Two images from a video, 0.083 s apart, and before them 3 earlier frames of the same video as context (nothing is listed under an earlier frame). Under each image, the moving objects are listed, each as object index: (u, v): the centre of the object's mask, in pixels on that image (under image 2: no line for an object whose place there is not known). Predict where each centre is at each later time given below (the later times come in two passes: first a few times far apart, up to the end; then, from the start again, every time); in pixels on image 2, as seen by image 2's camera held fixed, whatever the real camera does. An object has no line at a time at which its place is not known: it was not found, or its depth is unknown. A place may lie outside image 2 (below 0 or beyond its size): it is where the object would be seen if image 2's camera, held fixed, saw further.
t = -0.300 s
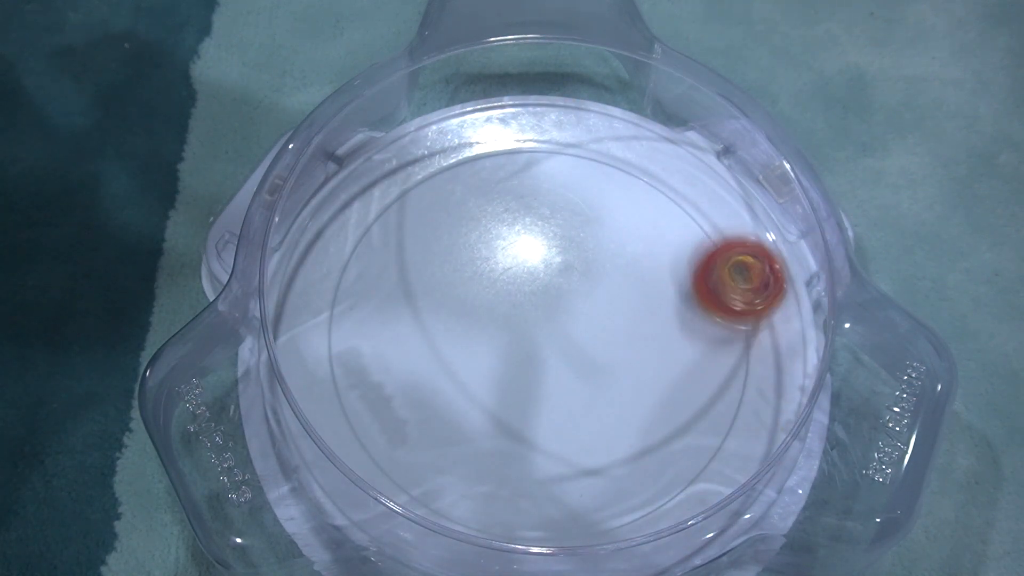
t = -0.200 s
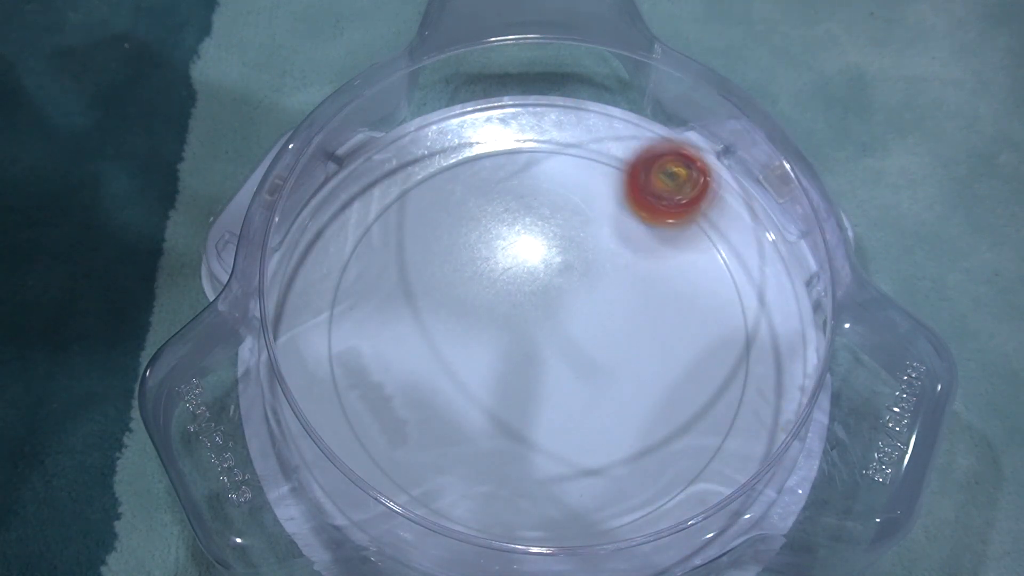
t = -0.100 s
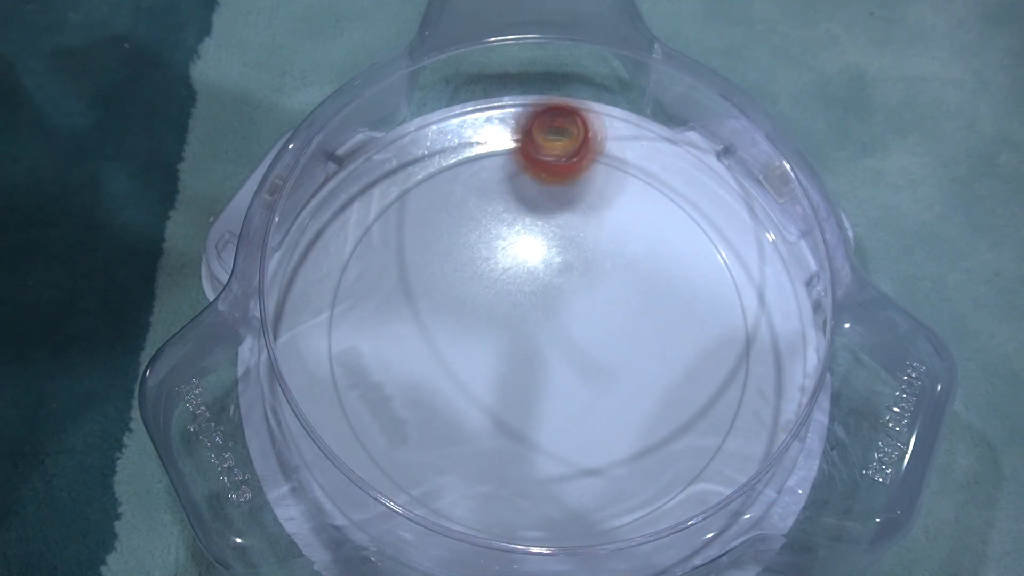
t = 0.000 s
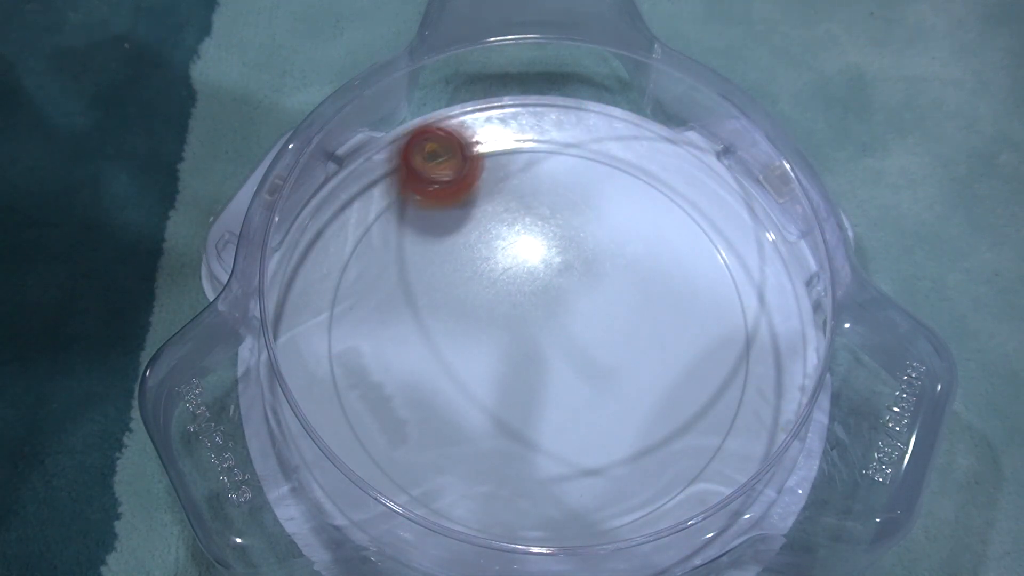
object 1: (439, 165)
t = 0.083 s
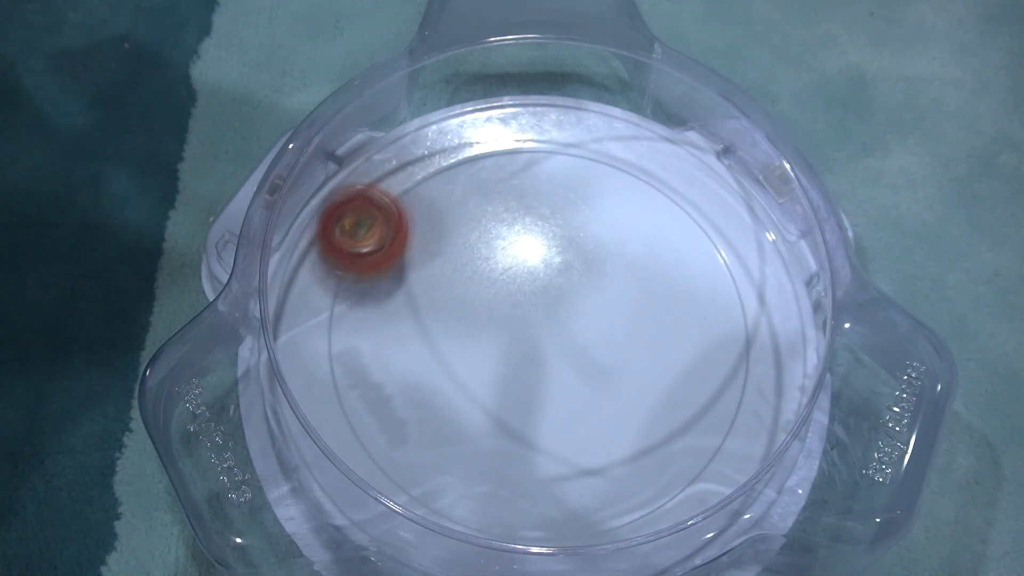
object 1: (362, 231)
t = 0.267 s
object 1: (395, 450)
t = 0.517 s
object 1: (704, 440)
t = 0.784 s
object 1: (652, 172)
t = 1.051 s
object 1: (367, 225)
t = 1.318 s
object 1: (476, 498)
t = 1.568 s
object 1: (738, 382)
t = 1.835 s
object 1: (602, 151)
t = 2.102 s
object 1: (346, 264)
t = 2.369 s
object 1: (511, 505)
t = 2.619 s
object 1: (738, 356)
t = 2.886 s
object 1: (583, 145)
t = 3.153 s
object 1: (346, 268)
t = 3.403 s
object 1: (486, 498)
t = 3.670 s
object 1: (737, 364)
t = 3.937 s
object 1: (599, 153)
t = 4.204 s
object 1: (361, 239)
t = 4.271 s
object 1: (338, 306)
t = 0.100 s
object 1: (353, 249)
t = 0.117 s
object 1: (346, 268)
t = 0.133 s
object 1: (340, 286)
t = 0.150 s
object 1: (337, 310)
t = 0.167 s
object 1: (337, 331)
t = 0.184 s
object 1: (339, 352)
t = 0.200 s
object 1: (345, 373)
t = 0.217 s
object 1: (353, 394)
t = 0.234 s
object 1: (364, 413)
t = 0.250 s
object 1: (378, 432)
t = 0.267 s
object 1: (395, 450)
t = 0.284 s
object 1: (412, 464)
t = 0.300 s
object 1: (430, 476)
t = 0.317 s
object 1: (451, 487)
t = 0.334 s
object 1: (474, 496)
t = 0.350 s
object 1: (498, 503)
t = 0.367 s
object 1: (521, 507)
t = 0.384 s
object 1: (545, 509)
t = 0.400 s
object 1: (567, 508)
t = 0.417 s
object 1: (591, 504)
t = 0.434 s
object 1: (614, 500)
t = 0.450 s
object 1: (634, 493)
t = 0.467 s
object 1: (656, 482)
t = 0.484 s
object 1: (672, 471)
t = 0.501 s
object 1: (689, 457)
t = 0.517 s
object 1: (704, 440)
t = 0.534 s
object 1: (716, 424)
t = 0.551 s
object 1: (726, 405)
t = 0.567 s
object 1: (734, 386)
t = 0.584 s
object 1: (739, 366)
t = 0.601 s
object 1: (743, 348)
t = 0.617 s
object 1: (744, 328)
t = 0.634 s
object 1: (744, 310)
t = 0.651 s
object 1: (741, 291)
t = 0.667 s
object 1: (737, 273)
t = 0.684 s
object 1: (730, 255)
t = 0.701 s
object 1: (721, 239)
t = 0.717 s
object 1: (710, 223)
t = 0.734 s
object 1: (696, 208)
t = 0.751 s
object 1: (682, 195)
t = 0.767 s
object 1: (667, 183)
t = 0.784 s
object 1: (652, 172)
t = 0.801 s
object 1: (634, 162)
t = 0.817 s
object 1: (617, 155)
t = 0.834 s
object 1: (597, 149)
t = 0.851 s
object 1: (578, 144)
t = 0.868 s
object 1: (559, 141)
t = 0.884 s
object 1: (540, 141)
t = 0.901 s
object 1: (521, 142)
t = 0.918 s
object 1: (502, 144)
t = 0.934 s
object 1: (482, 148)
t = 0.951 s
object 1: (461, 158)
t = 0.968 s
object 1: (441, 164)
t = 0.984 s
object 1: (423, 173)
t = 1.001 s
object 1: (408, 183)
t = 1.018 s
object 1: (392, 194)
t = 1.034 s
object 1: (379, 209)
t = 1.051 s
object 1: (367, 225)
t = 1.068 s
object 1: (357, 242)
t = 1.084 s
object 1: (349, 260)
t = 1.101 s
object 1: (342, 277)
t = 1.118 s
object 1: (338, 297)
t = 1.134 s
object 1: (337, 318)
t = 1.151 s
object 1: (339, 340)
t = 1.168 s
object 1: (342, 362)
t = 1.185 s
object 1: (349, 382)
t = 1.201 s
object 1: (357, 400)
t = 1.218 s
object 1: (369, 419)
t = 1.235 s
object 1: (382, 436)
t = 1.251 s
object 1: (399, 453)
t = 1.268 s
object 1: (415, 466)
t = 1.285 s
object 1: (435, 478)
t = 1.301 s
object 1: (454, 489)
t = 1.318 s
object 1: (476, 498)
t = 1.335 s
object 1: (499, 503)
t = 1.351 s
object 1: (520, 516)
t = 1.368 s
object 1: (544, 509)
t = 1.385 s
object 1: (565, 509)
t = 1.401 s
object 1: (588, 506)
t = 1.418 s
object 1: (608, 503)
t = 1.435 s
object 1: (630, 496)
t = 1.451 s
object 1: (648, 488)
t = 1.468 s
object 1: (669, 476)
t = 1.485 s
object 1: (685, 463)
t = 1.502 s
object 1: (700, 450)
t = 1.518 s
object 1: (712, 434)
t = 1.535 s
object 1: (724, 418)
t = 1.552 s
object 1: (732, 398)
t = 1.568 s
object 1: (738, 382)
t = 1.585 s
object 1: (742, 362)
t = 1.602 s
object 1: (745, 345)
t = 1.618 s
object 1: (745, 325)
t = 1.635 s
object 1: (744, 308)
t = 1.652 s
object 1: (740, 289)
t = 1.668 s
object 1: (735, 272)
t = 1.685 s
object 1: (728, 255)
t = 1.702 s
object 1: (719, 239)
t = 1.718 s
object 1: (709, 223)
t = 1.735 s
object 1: (697, 209)
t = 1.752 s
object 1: (683, 196)
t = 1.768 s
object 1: (668, 184)
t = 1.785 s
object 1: (653, 173)
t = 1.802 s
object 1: (636, 164)
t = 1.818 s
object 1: (620, 157)
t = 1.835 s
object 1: (602, 151)
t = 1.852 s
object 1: (583, 145)
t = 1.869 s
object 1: (565, 143)
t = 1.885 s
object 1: (546, 141)
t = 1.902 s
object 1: (528, 142)
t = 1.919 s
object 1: (509, 143)
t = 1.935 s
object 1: (490, 147)
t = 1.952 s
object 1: (470, 153)
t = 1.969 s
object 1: (451, 160)
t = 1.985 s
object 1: (434, 168)
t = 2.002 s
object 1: (418, 176)
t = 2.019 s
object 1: (403, 189)
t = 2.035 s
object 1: (387, 200)
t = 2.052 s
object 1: (375, 215)
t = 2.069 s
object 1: (362, 230)
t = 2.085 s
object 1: (353, 247)
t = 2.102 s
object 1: (346, 264)
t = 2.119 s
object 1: (340, 282)
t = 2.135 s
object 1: (336, 300)
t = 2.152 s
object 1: (336, 320)
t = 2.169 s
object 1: (337, 342)
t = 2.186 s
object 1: (341, 362)
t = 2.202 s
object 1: (347, 381)
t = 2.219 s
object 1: (356, 400)
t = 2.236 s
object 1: (365, 416)
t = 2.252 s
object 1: (379, 433)
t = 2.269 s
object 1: (394, 449)
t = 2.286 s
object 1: (410, 463)
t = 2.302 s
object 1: (427, 475)
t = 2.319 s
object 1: (448, 486)
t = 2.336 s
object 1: (468, 494)
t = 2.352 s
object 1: (489, 501)
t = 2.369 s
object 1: (511, 505)
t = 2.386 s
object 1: (532, 508)
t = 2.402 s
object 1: (553, 508)
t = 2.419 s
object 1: (574, 507)
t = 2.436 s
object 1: (596, 503)
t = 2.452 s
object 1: (615, 498)
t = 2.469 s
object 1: (635, 491)
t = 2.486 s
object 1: (655, 480)
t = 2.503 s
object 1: (672, 470)
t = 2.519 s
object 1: (687, 456)
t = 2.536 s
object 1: (700, 441)
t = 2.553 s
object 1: (710, 427)
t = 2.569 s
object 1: (720, 409)
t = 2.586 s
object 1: (728, 392)
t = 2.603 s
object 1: (734, 374)
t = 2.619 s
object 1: (738, 356)
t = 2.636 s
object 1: (740, 338)
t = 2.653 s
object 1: (739, 320)
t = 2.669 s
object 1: (738, 302)
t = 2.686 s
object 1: (734, 284)
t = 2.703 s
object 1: (729, 266)
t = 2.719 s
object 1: (722, 250)
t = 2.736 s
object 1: (713, 234)
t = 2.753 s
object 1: (703, 220)
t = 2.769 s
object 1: (692, 205)
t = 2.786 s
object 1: (679, 194)
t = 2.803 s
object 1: (665, 181)
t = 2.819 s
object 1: (651, 172)
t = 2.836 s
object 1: (635, 162)
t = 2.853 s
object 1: (618, 155)
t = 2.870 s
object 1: (601, 149)
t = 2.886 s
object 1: (583, 145)
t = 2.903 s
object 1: (565, 141)
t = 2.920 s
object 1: (548, 141)
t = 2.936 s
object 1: (529, 141)
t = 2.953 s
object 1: (510, 143)
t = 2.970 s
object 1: (492, 146)
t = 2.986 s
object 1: (474, 151)
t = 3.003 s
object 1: (456, 157)
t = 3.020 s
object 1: (439, 164)
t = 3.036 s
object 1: (423, 172)
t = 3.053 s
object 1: (409, 182)
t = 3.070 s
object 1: (395, 194)
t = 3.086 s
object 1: (382, 207)
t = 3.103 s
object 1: (370, 220)
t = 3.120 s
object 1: (361, 236)
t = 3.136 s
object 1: (352, 251)
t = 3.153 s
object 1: (346, 268)
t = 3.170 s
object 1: (340, 286)
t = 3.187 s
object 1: (338, 305)
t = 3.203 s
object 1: (338, 324)
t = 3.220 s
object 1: (340, 343)
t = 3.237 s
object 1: (343, 362)
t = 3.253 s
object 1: (350, 382)
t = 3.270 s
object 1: (358, 399)
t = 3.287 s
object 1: (368, 416)
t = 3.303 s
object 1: (380, 431)
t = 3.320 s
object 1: (396, 447)
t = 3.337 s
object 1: (410, 460)
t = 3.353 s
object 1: (428, 472)
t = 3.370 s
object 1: (446, 483)
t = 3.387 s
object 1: (466, 492)
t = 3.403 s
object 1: (486, 498)
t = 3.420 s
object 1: (507, 503)
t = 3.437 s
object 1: (529, 506)
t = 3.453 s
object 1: (549, 507)
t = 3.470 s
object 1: (570, 506)
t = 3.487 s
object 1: (591, 503)
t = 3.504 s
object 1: (610, 499)
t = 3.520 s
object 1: (631, 492)
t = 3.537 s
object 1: (650, 483)
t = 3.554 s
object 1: (667, 473)
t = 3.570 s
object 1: (682, 460)
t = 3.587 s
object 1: (696, 447)
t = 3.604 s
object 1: (707, 432)
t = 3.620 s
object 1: (718, 415)
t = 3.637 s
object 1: (726, 398)
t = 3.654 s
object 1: (733, 381)
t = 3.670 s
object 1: (737, 364)
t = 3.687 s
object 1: (740, 346)
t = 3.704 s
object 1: (740, 328)
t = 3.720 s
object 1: (740, 311)
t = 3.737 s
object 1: (737, 295)
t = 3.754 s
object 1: (733, 278)
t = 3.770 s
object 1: (727, 262)
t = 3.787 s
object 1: (720, 246)
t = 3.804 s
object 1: (711, 231)
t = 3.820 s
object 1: (700, 217)
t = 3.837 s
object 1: (689, 205)
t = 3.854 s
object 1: (675, 192)
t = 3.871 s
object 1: (662, 182)
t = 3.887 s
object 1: (647, 173)
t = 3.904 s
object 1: (632, 164)
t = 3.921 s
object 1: (615, 158)
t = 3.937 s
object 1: (599, 153)
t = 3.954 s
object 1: (582, 149)
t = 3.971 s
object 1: (568, 146)
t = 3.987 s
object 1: (551, 145)
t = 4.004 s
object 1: (535, 144)
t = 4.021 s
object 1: (517, 146)
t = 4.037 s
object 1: (501, 149)
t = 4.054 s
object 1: (480, 154)
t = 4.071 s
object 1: (464, 159)
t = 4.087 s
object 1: (448, 165)
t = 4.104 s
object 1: (433, 172)
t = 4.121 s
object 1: (419, 179)
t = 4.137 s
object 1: (406, 188)
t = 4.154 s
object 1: (393, 199)
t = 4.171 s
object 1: (380, 212)
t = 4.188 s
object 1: (370, 226)
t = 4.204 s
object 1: (361, 239)
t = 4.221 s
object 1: (353, 255)
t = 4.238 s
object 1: (346, 270)
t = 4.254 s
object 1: (341, 288)
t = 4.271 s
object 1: (338, 306)
